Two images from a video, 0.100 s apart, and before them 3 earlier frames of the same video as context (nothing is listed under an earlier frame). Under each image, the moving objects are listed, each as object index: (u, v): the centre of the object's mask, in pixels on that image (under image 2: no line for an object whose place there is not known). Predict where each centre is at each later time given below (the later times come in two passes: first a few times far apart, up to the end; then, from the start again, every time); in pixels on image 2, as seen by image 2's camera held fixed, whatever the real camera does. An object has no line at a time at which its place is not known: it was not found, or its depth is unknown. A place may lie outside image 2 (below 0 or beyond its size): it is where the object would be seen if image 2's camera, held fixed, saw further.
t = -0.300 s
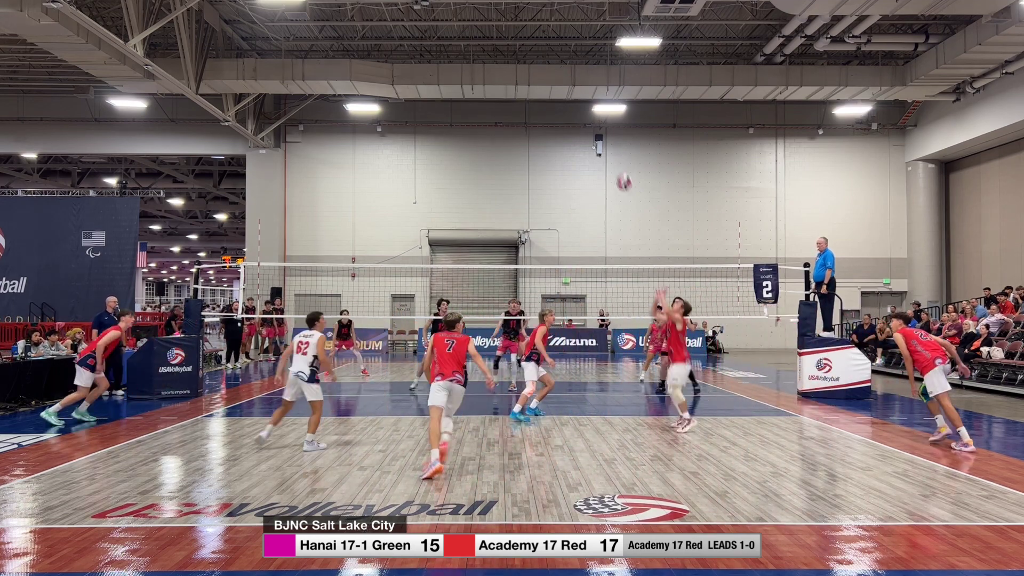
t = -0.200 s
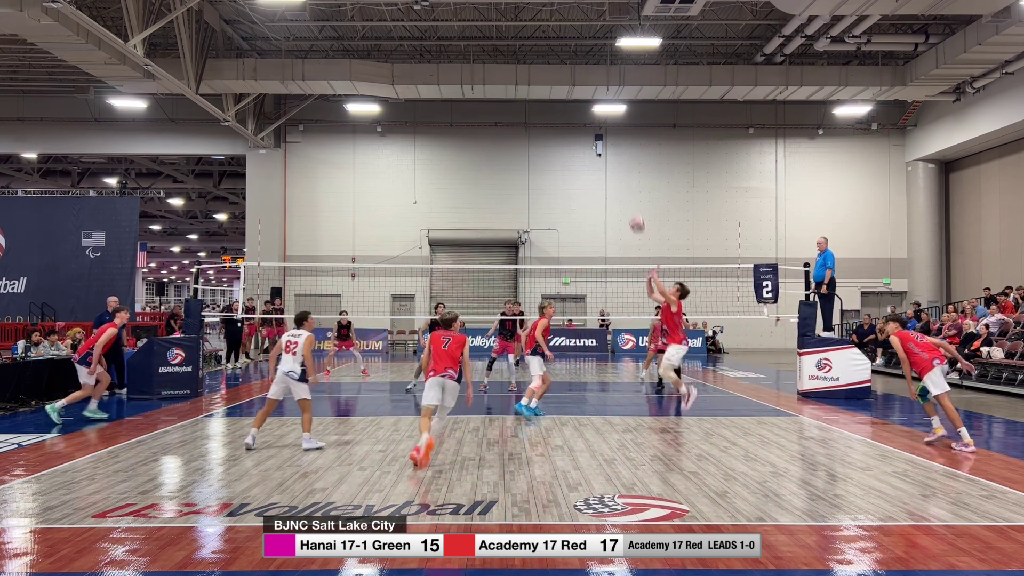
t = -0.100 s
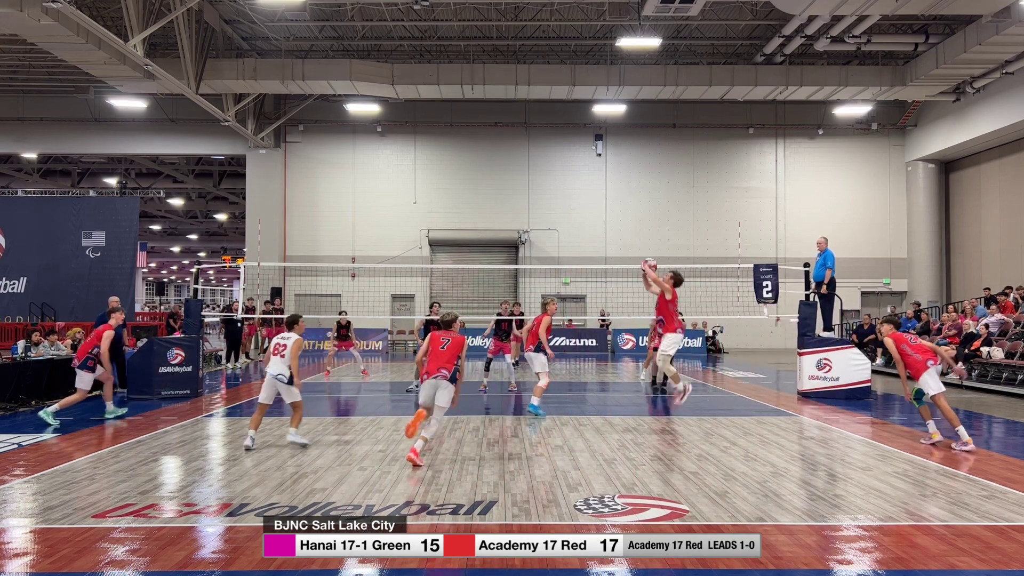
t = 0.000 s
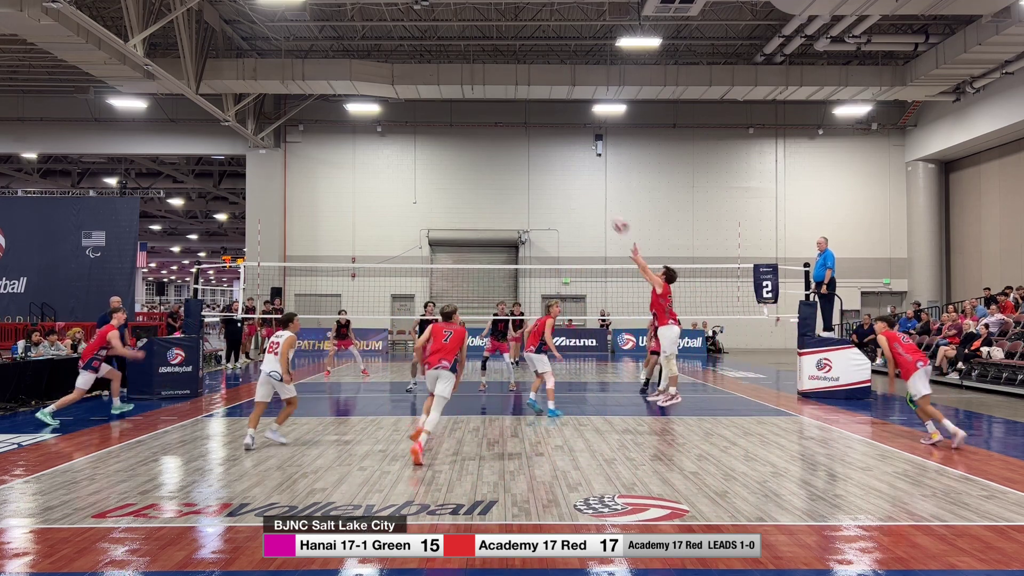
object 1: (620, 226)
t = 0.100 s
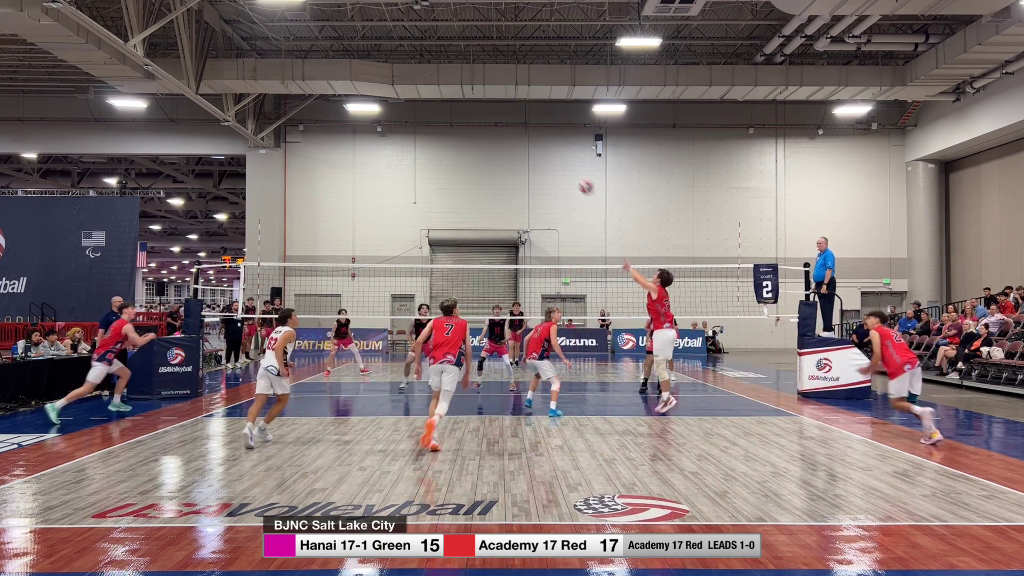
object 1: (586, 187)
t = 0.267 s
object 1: (534, 141)
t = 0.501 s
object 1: (470, 117)
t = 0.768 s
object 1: (407, 134)
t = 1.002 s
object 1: (358, 182)
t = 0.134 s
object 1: (575, 176)
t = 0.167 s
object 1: (564, 166)
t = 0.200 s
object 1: (555, 157)
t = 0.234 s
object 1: (544, 149)
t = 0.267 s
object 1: (534, 141)
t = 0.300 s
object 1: (525, 135)
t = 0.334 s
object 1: (515, 130)
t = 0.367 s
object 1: (506, 127)
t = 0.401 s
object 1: (497, 123)
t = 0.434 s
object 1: (487, 121)
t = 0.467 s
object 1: (478, 119)
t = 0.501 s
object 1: (470, 117)
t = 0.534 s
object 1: (461, 117)
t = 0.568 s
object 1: (453, 117)
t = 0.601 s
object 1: (445, 118)
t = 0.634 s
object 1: (437, 120)
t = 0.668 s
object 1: (429, 123)
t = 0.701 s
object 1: (421, 126)
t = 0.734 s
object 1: (414, 129)
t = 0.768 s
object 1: (407, 134)
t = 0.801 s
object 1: (399, 138)
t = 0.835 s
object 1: (392, 144)
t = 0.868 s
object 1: (385, 151)
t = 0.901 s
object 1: (377, 157)
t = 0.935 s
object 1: (371, 166)
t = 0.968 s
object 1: (364, 173)
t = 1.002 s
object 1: (358, 182)
